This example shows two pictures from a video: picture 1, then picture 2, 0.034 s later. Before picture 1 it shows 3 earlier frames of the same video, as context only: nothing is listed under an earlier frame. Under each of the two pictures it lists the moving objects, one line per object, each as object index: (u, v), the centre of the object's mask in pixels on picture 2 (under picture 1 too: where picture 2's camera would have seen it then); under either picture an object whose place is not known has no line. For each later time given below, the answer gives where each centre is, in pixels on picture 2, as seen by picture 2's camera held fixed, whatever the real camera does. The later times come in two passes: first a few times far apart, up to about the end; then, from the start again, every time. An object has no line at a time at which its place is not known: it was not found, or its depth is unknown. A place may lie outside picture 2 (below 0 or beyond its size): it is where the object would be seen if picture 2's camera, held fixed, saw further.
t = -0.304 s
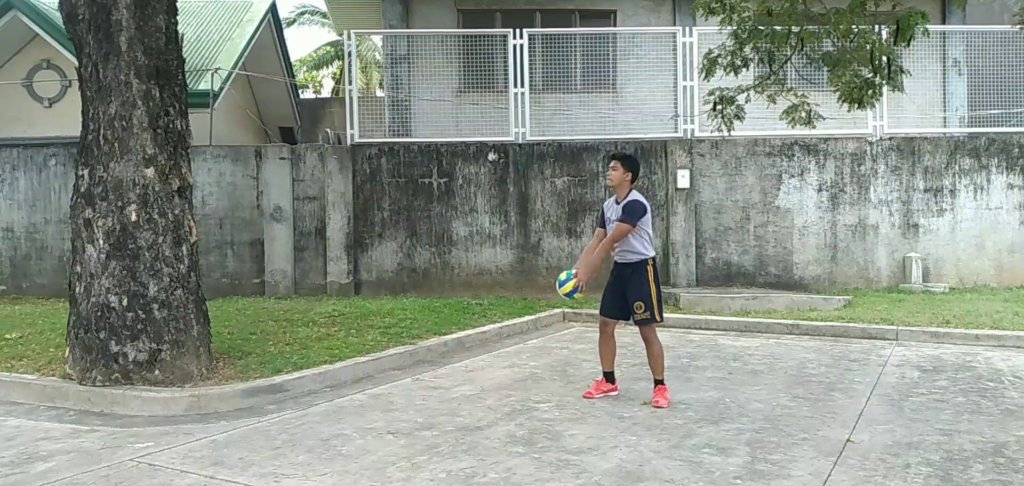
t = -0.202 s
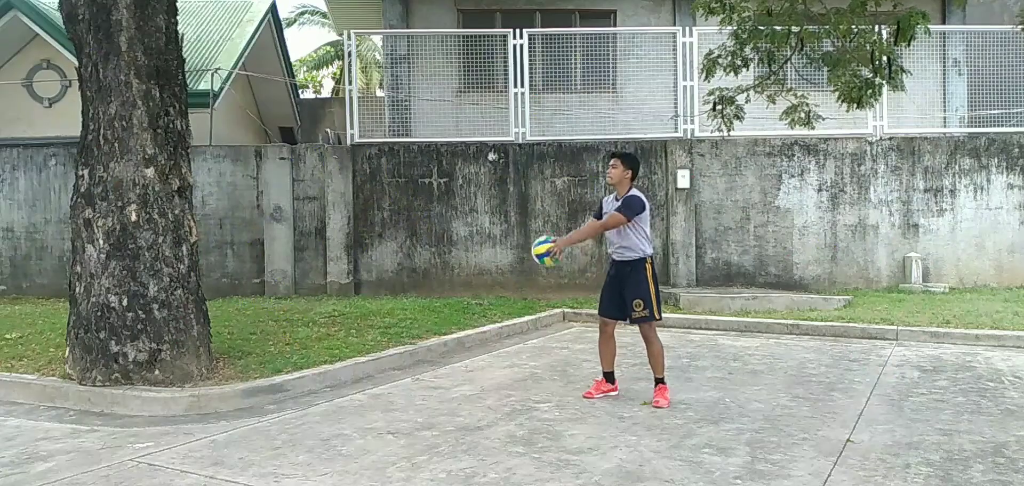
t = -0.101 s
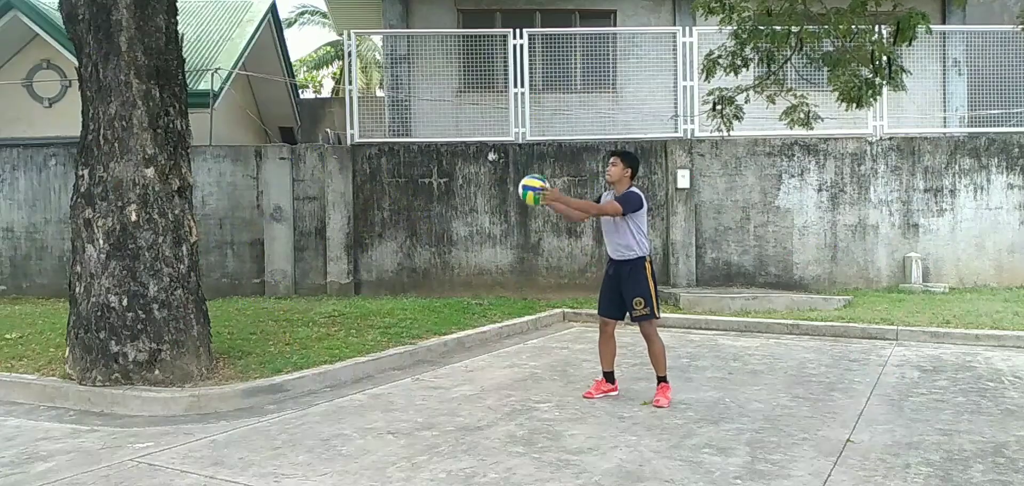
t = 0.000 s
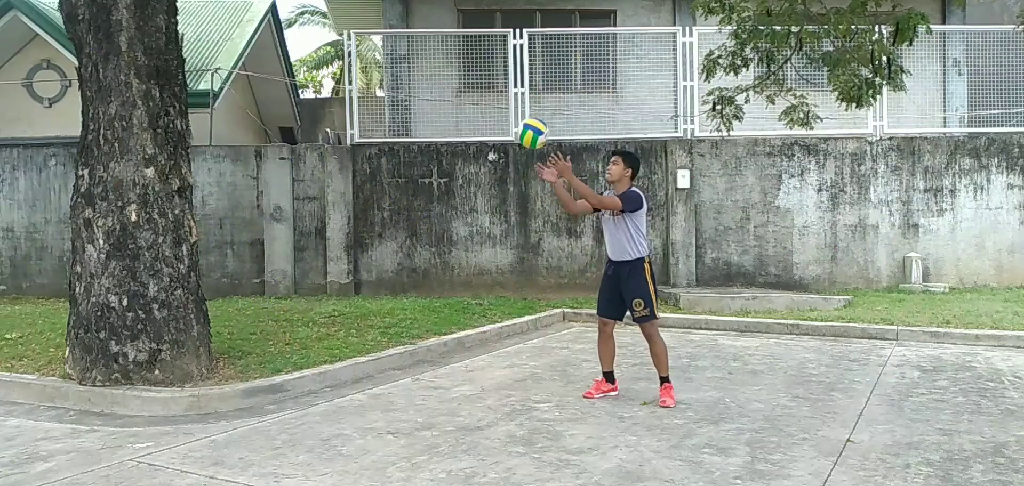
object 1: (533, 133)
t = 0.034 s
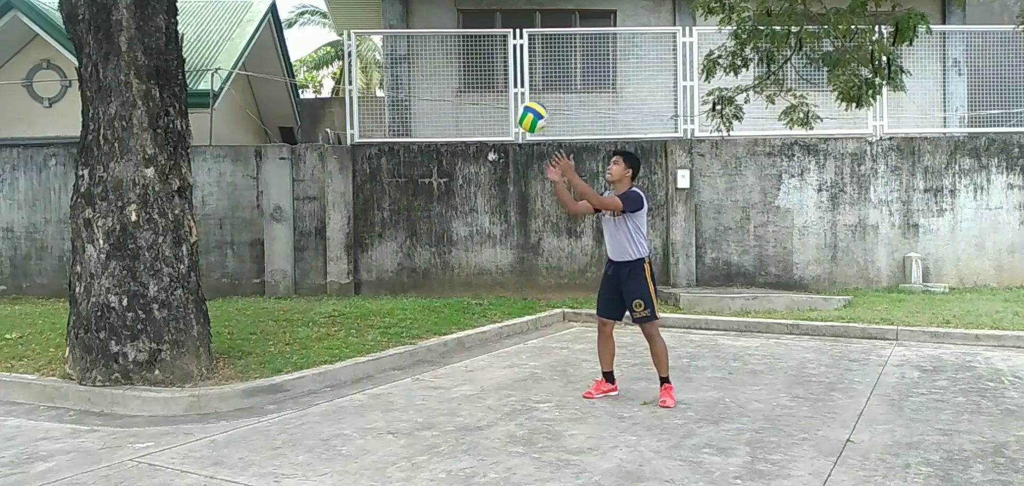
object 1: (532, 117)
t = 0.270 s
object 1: (532, 50)
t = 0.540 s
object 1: (532, 72)
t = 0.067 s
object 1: (532, 103)
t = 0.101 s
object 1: (532, 90)
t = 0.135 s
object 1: (532, 79)
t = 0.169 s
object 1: (532, 69)
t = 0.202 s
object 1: (532, 61)
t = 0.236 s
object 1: (532, 55)
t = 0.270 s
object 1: (532, 50)
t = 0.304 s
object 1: (532, 48)
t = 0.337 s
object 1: (532, 47)
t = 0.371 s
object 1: (532, 47)
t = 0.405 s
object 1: (532, 48)
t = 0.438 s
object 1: (532, 52)
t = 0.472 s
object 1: (532, 57)
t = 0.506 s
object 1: (532, 64)
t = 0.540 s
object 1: (532, 72)
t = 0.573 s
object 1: (532, 82)
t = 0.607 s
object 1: (532, 94)
